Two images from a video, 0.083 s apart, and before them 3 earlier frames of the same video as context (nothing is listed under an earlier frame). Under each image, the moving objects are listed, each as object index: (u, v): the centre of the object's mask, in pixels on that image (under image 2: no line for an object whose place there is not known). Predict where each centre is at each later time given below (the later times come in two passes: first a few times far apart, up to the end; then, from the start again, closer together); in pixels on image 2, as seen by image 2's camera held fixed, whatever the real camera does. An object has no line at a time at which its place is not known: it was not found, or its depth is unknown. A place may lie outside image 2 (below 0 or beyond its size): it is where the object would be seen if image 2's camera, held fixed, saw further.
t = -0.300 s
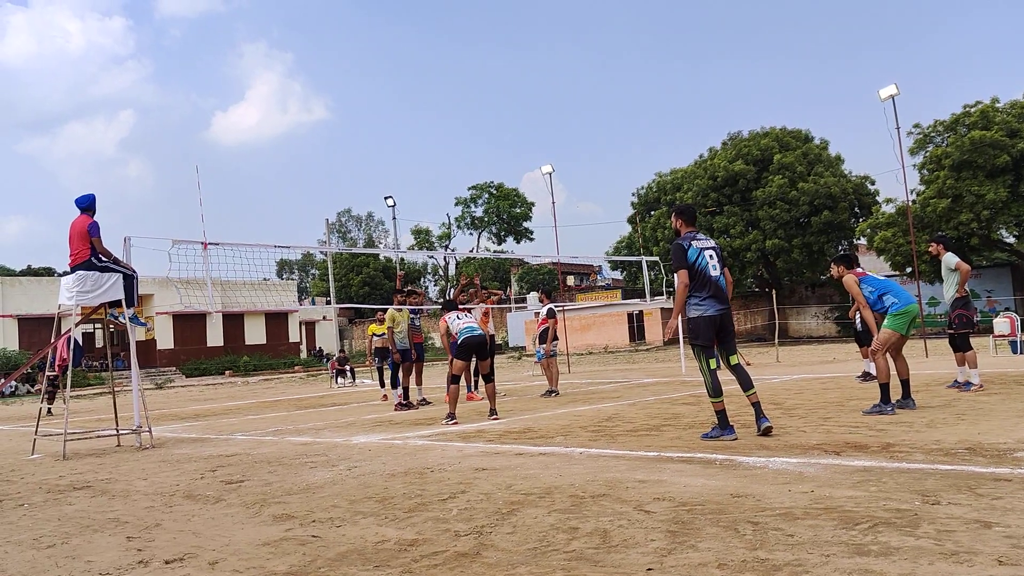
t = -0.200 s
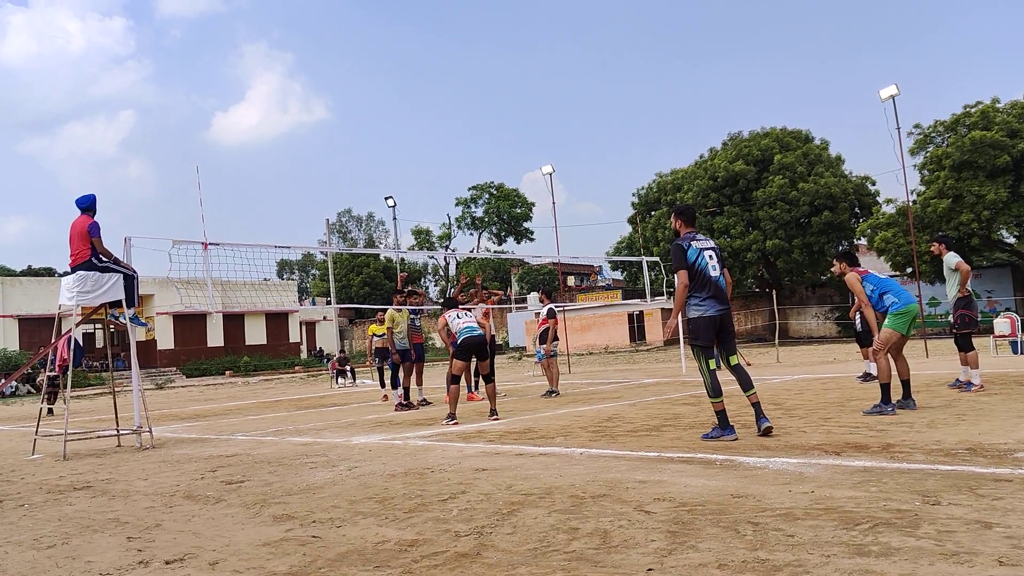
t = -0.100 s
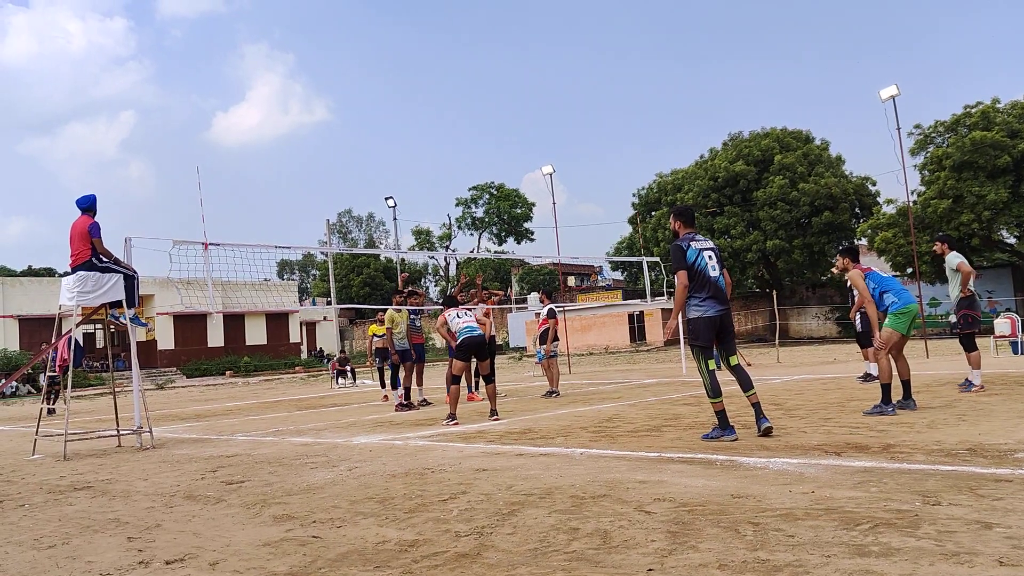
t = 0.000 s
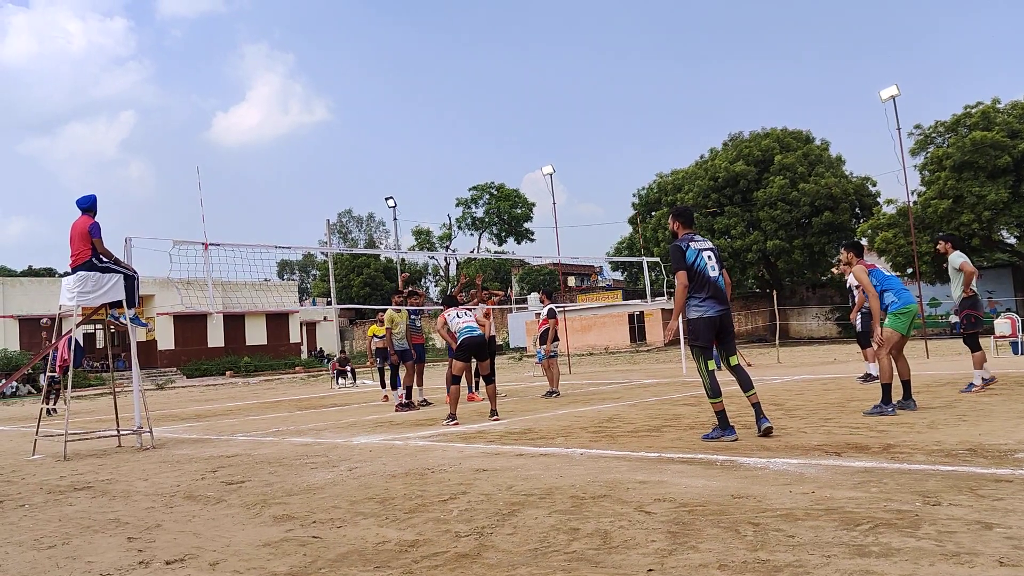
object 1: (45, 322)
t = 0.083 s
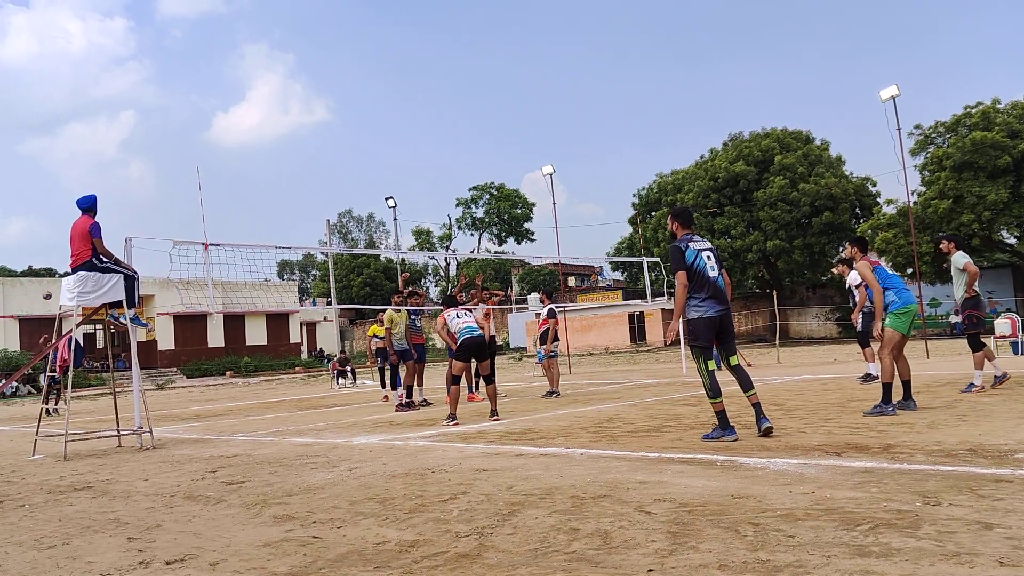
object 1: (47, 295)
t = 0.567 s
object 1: (57, 195)
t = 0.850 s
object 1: (64, 182)
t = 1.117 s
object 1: (71, 201)
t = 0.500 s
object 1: (55, 203)
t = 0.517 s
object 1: (55, 201)
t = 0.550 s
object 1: (57, 197)
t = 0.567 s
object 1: (57, 195)
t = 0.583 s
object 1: (58, 193)
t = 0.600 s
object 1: (58, 191)
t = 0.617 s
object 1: (58, 190)
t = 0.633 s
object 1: (59, 189)
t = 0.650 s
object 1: (59, 188)
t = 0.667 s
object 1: (59, 187)
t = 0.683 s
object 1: (60, 186)
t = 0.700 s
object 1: (60, 185)
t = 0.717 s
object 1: (60, 184)
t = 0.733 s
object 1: (61, 183)
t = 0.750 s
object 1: (62, 183)
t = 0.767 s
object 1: (62, 182)
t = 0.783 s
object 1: (63, 182)
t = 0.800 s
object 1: (63, 181)
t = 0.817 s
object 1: (63, 181)
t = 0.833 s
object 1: (64, 181)
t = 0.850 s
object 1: (64, 182)
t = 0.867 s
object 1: (65, 182)
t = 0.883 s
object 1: (65, 182)
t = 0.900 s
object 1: (65, 183)
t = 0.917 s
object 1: (66, 184)
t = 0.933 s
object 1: (67, 184)
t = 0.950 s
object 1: (67, 185)
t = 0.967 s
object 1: (68, 186)
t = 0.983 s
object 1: (68, 188)
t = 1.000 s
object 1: (69, 189)
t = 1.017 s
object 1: (69, 190)
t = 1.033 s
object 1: (69, 192)
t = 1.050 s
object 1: (70, 193)
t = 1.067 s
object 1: (71, 195)
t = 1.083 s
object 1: (71, 197)
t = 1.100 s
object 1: (71, 199)
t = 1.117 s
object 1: (71, 201)
